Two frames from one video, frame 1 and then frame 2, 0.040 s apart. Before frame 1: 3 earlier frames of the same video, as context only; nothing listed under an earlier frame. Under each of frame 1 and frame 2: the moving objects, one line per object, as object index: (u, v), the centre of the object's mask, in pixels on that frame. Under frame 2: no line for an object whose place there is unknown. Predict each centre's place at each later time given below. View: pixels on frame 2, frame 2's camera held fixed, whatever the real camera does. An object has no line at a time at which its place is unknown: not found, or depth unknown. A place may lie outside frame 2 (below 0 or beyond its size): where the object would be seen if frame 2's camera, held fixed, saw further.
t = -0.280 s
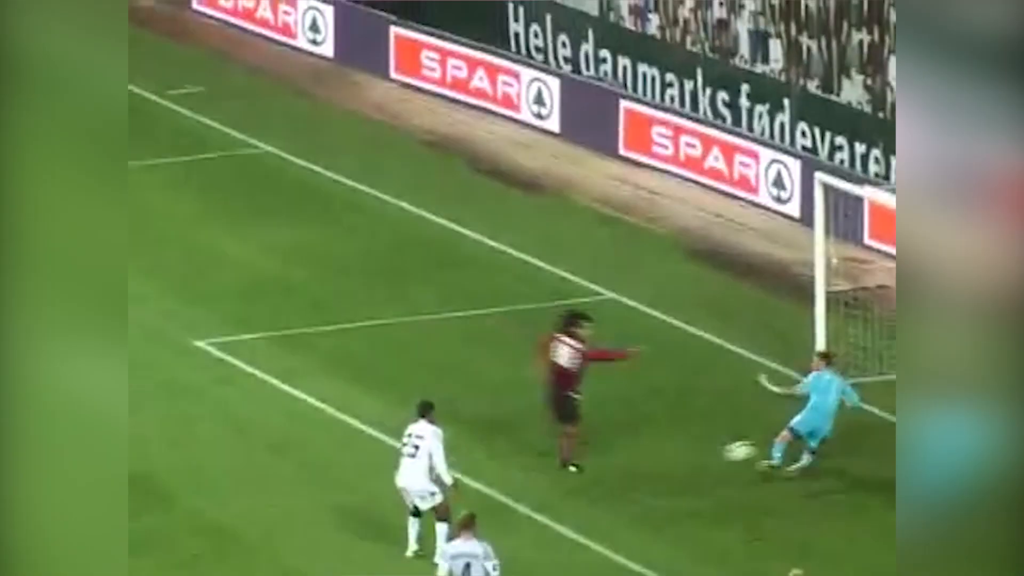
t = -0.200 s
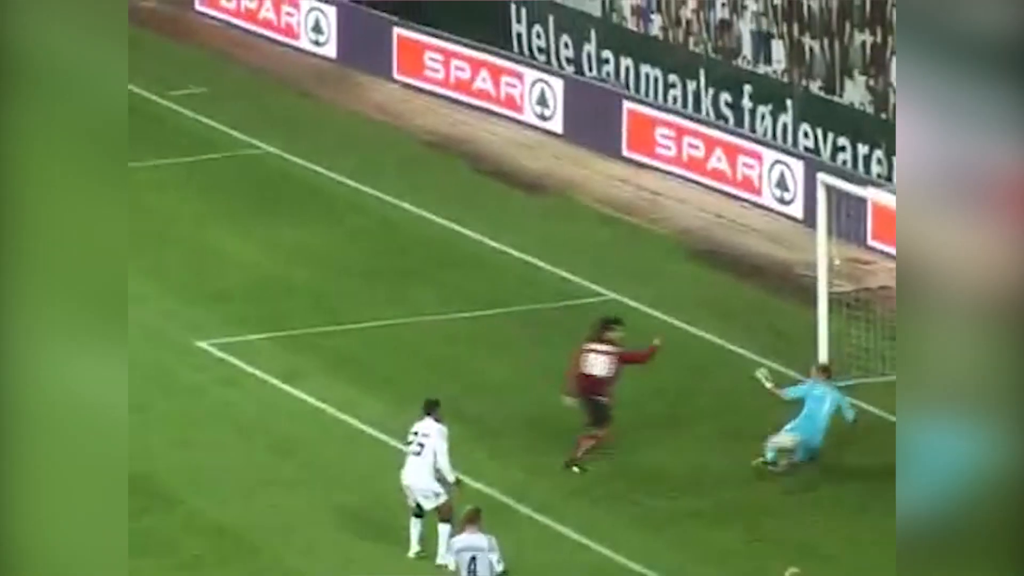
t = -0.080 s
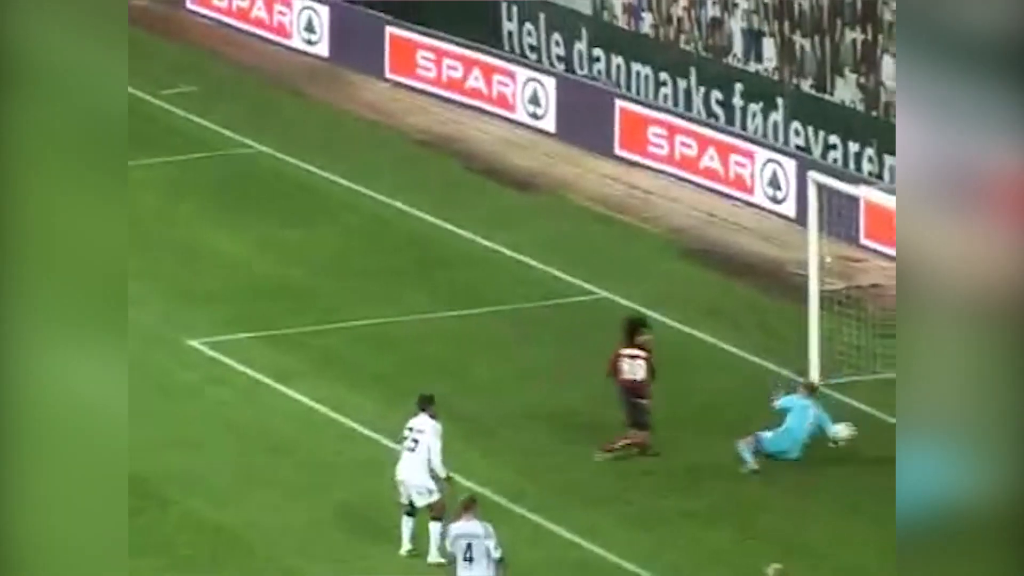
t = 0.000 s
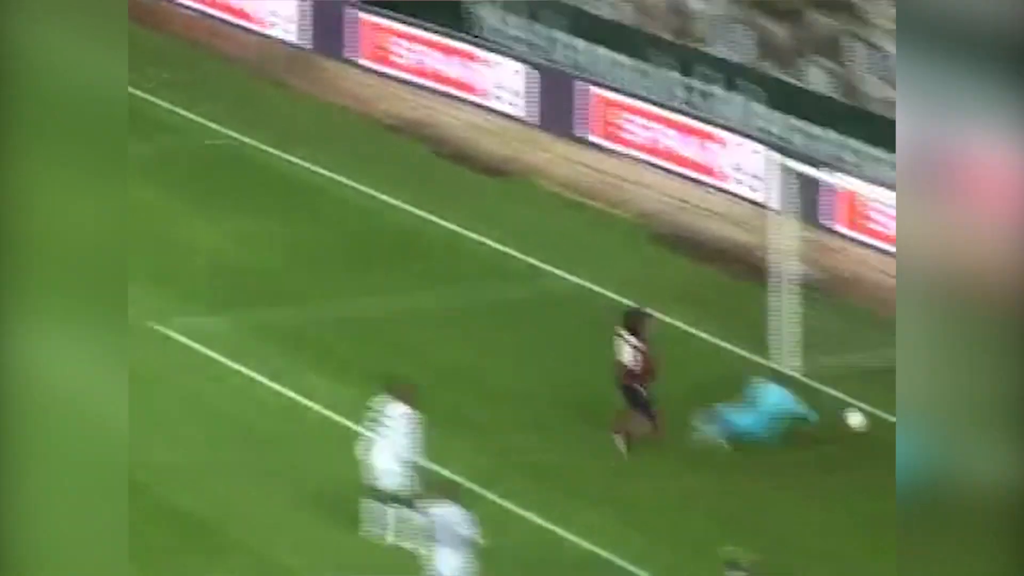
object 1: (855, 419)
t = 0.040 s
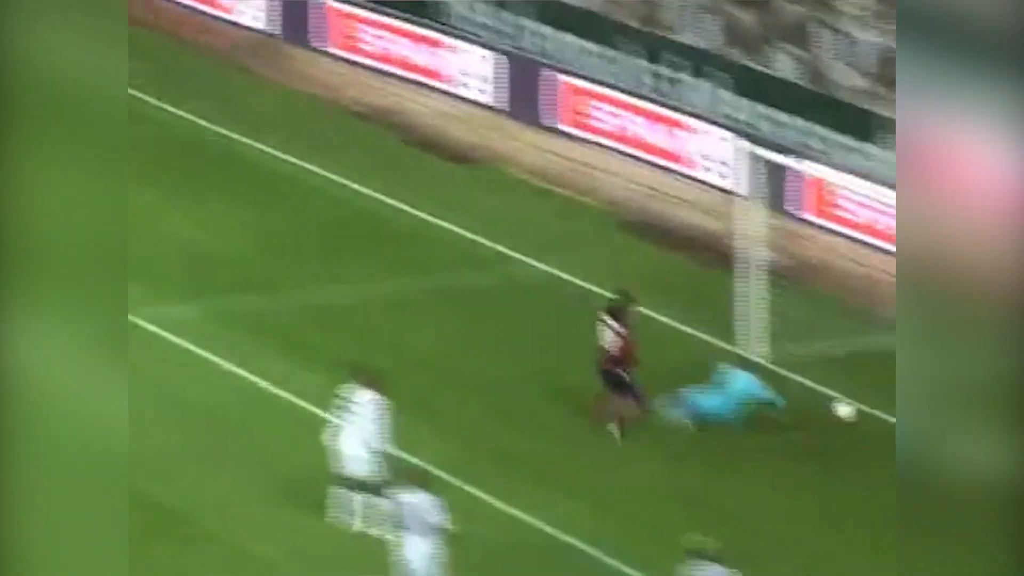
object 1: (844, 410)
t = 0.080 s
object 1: (861, 415)
